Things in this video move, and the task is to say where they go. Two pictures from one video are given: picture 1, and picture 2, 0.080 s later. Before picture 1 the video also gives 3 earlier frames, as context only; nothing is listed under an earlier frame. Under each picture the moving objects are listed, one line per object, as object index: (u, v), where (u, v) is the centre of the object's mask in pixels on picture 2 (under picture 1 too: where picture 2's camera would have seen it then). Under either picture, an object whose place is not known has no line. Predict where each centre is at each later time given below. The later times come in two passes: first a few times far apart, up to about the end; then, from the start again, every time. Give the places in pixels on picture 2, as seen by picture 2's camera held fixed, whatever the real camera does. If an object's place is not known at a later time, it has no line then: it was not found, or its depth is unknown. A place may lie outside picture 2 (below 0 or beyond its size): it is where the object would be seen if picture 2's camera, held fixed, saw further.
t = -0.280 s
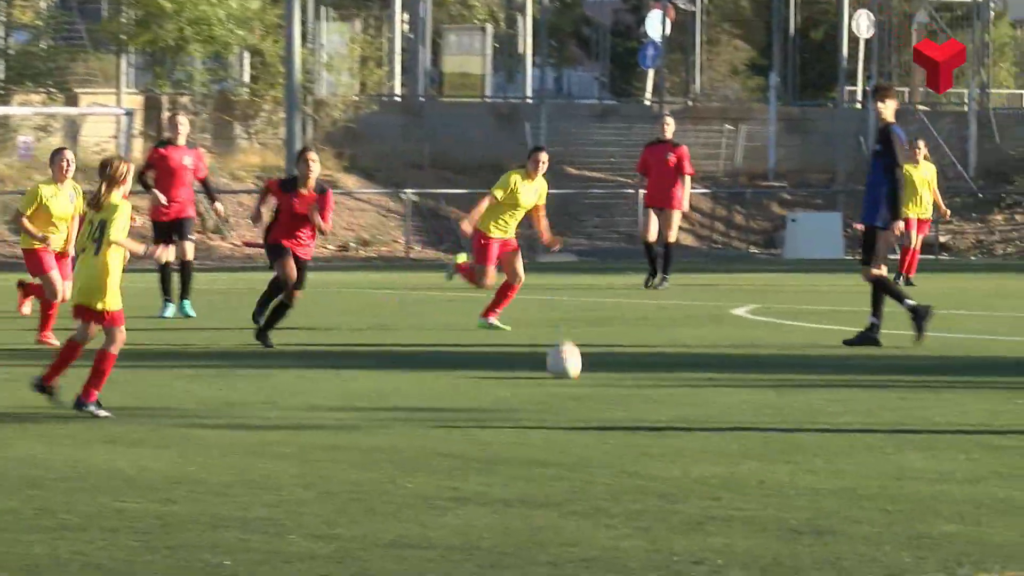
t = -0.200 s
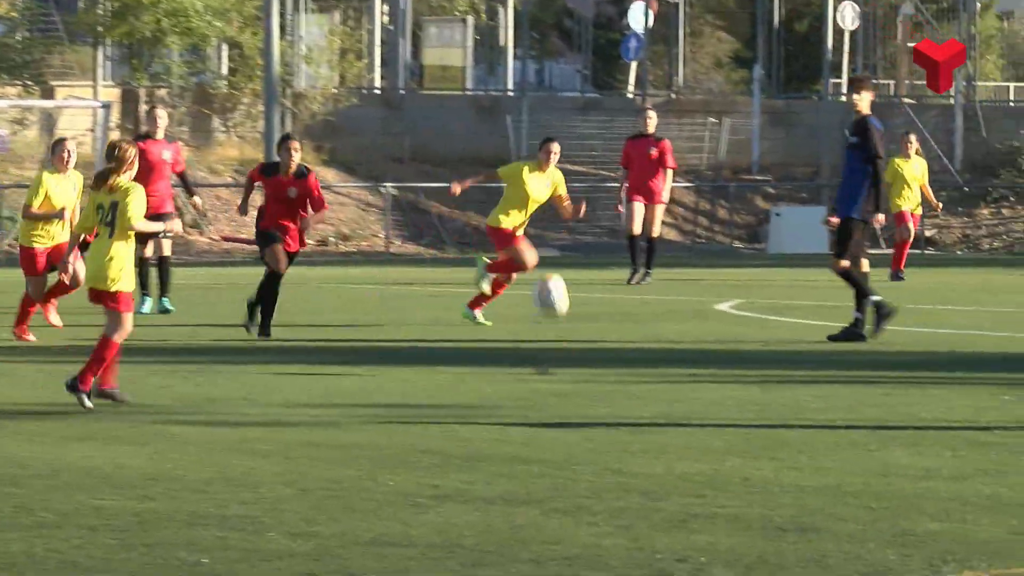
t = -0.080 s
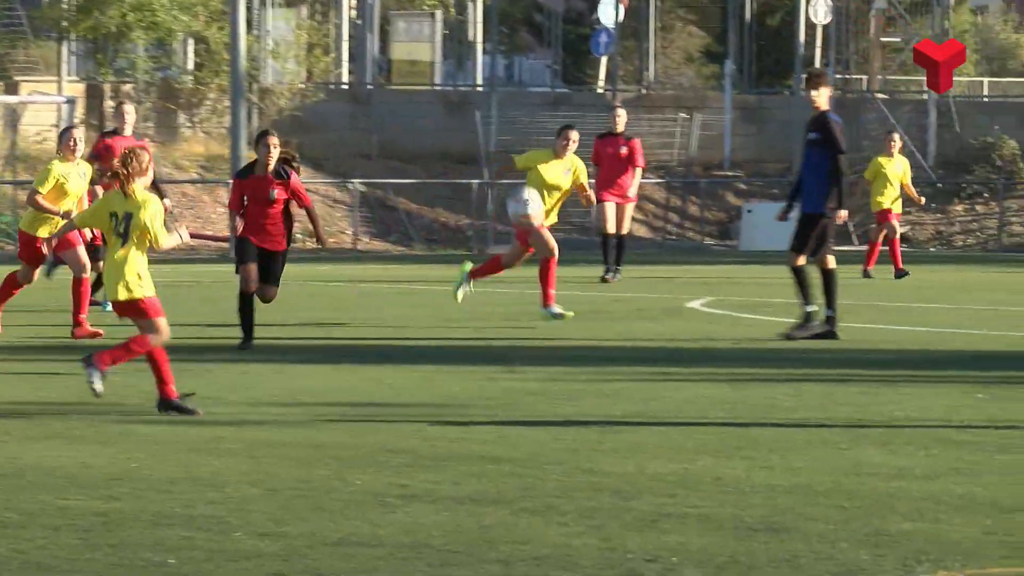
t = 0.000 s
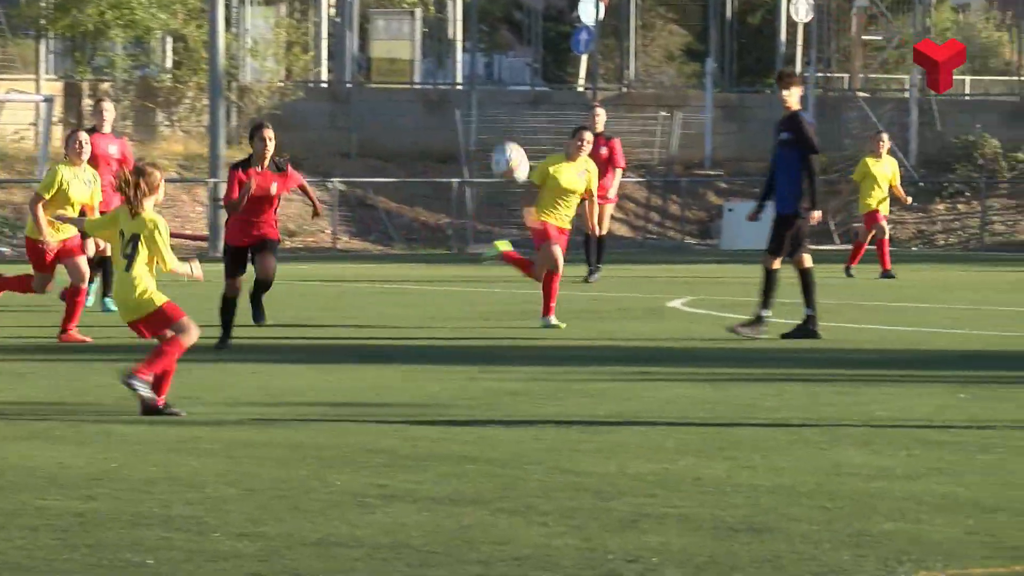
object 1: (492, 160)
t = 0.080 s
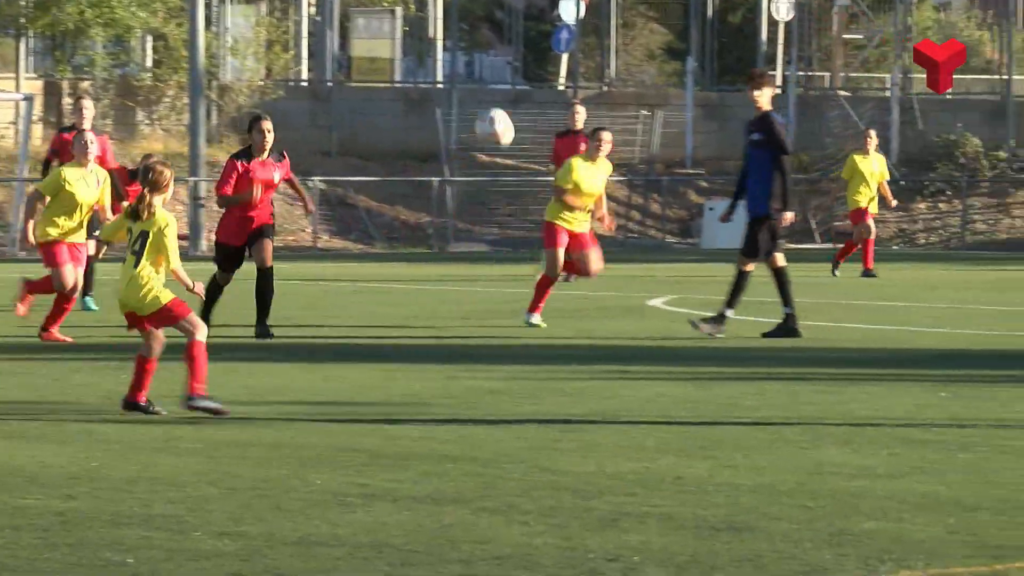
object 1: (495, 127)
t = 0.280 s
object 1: (504, 96)
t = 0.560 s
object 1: (521, 168)
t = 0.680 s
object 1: (527, 246)
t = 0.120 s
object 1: (495, 117)
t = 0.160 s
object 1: (498, 106)
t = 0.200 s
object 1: (501, 100)
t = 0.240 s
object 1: (503, 97)
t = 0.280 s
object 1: (504, 96)
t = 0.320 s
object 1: (507, 97)
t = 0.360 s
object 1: (509, 101)
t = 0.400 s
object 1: (511, 109)
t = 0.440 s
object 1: (514, 119)
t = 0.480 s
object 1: (515, 132)
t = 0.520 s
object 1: (518, 149)
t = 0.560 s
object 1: (521, 168)
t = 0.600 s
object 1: (522, 192)
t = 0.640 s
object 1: (525, 218)
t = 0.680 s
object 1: (527, 246)
